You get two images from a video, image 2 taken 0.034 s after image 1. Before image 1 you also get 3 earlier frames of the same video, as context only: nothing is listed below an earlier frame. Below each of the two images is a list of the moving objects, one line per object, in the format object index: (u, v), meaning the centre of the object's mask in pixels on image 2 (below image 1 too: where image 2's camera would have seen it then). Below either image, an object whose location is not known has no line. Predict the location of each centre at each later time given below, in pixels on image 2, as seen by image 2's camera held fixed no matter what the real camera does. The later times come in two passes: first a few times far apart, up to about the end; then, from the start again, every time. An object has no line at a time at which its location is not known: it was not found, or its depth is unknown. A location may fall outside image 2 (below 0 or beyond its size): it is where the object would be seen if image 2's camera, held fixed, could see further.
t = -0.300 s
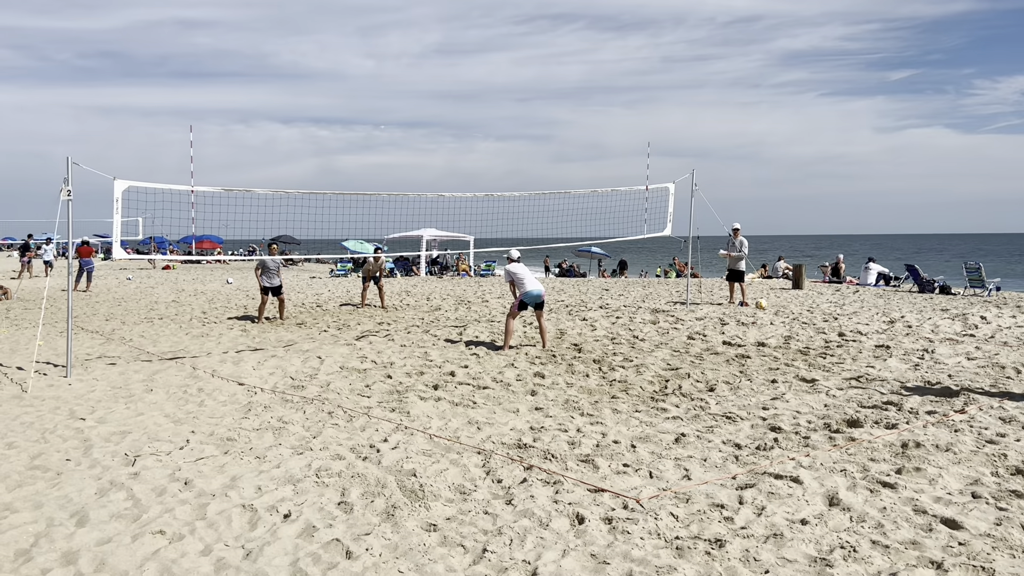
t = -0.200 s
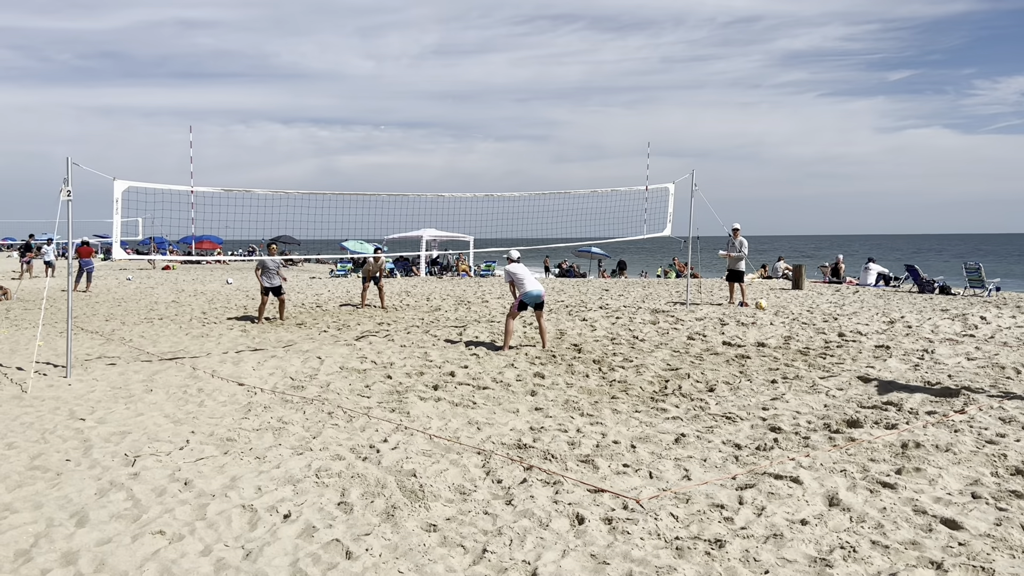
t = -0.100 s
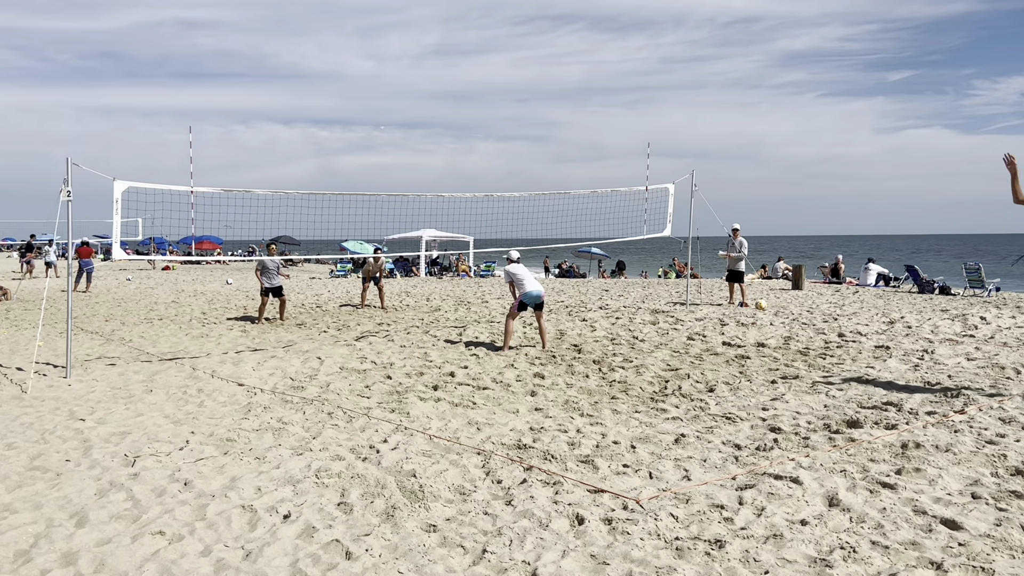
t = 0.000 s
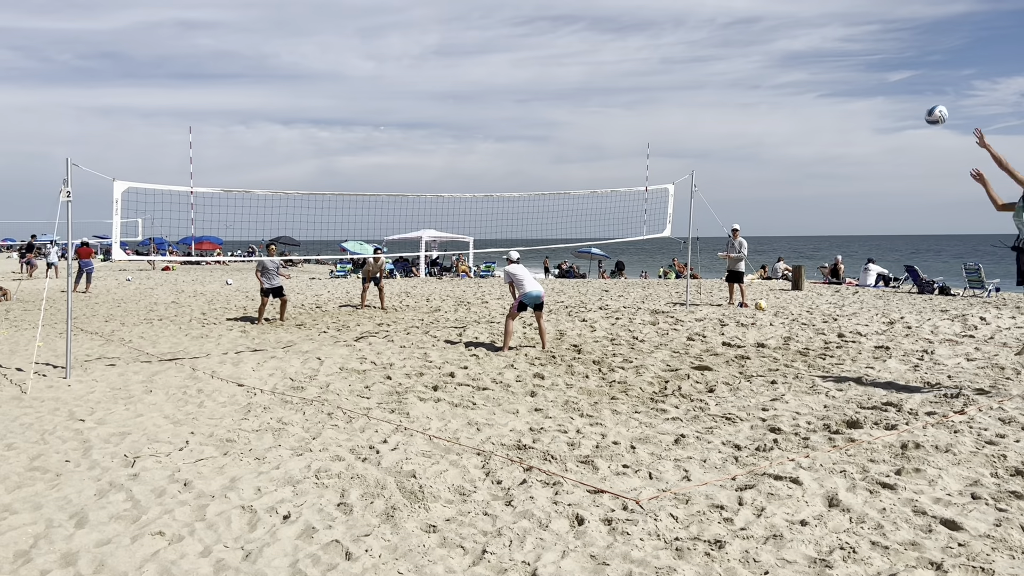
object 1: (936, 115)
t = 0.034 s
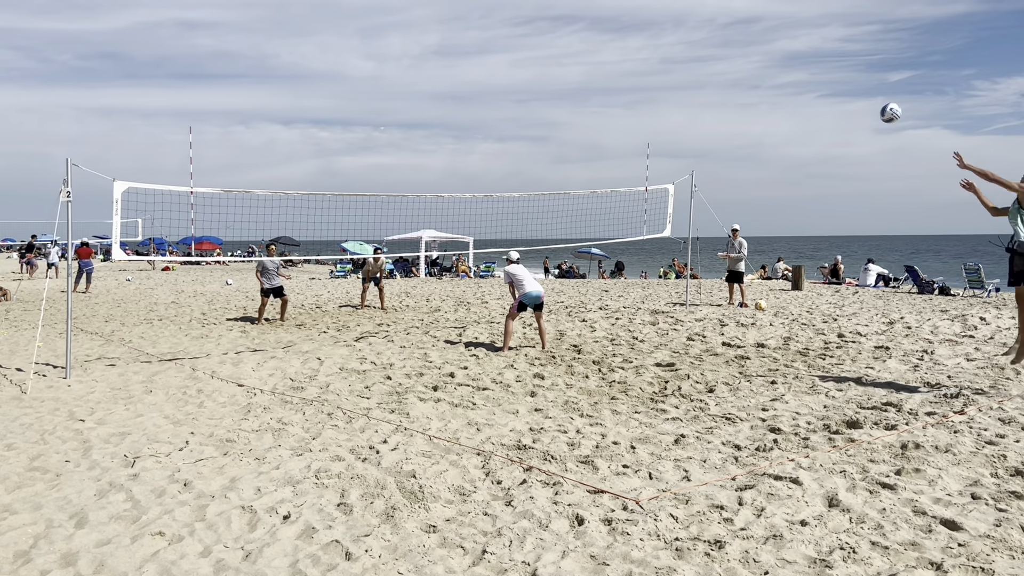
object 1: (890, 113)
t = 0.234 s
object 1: (683, 121)
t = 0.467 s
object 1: (534, 157)
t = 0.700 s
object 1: (438, 207)
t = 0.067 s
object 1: (848, 112)
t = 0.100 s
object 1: (810, 112)
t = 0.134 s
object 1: (774, 112)
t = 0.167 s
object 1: (741, 115)
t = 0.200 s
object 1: (711, 117)
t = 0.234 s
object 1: (683, 121)
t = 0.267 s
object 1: (657, 124)
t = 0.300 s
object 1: (632, 129)
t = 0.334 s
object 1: (610, 134)
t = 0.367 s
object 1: (589, 140)
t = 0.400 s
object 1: (569, 145)
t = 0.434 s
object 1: (551, 151)
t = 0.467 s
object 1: (534, 157)
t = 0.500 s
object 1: (518, 164)
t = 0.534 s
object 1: (503, 170)
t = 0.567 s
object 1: (488, 177)
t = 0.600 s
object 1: (475, 184)
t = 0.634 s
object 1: (462, 191)
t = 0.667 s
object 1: (449, 200)
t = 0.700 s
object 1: (438, 207)
